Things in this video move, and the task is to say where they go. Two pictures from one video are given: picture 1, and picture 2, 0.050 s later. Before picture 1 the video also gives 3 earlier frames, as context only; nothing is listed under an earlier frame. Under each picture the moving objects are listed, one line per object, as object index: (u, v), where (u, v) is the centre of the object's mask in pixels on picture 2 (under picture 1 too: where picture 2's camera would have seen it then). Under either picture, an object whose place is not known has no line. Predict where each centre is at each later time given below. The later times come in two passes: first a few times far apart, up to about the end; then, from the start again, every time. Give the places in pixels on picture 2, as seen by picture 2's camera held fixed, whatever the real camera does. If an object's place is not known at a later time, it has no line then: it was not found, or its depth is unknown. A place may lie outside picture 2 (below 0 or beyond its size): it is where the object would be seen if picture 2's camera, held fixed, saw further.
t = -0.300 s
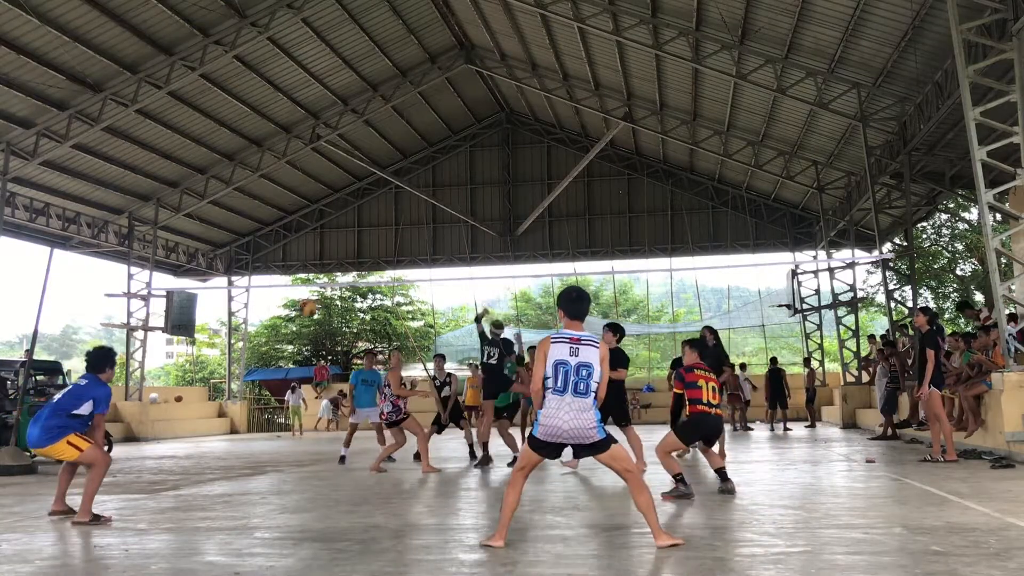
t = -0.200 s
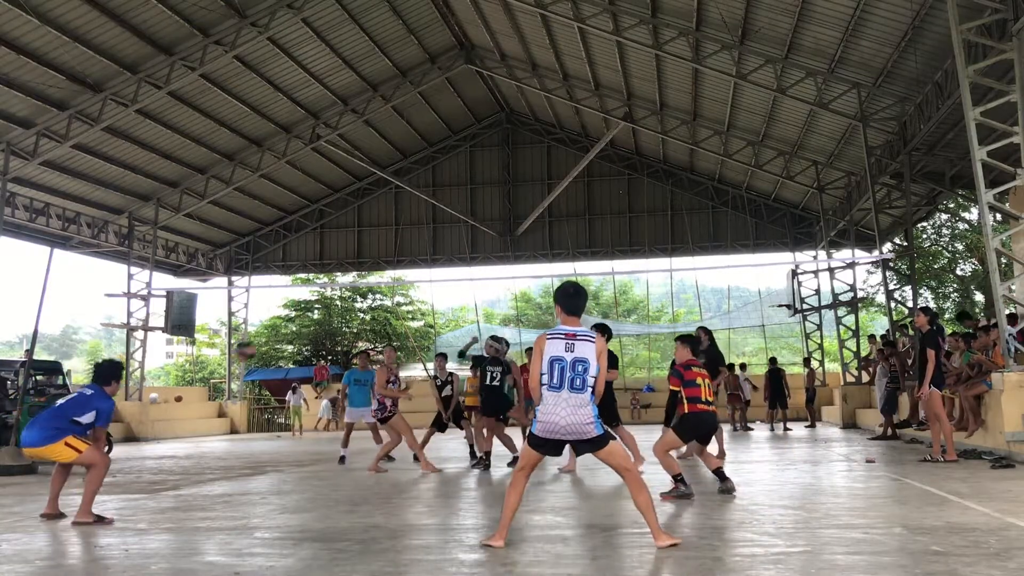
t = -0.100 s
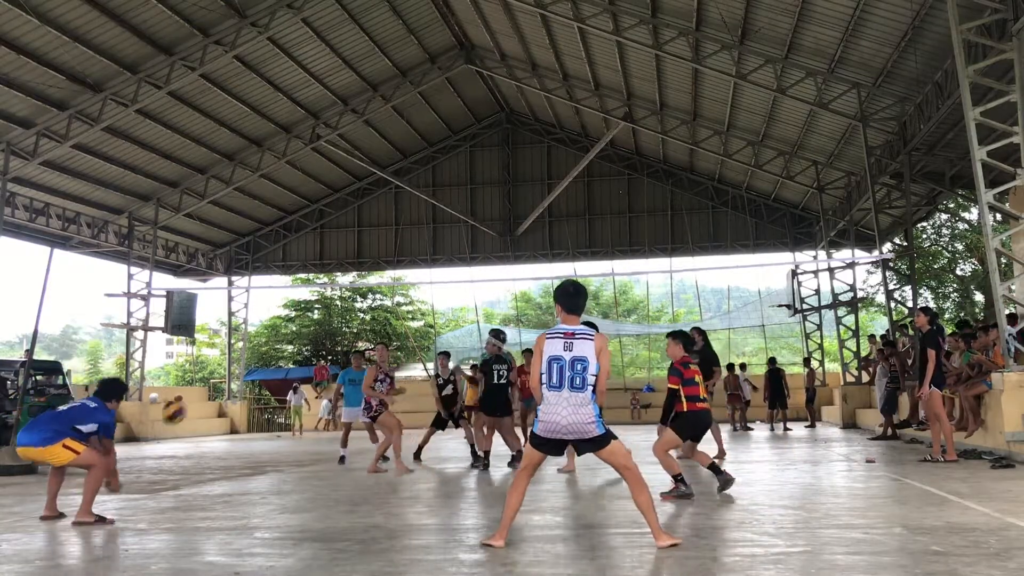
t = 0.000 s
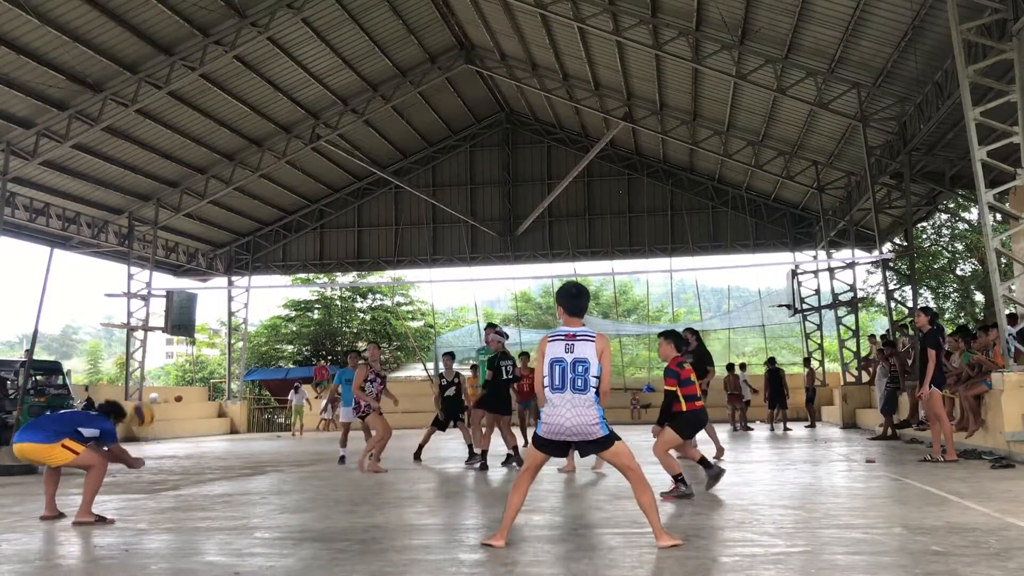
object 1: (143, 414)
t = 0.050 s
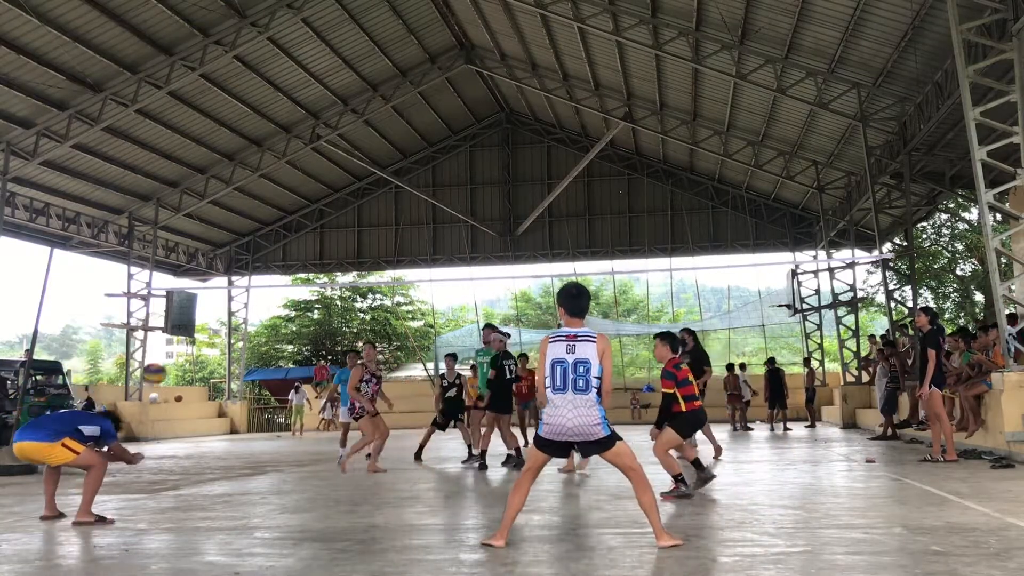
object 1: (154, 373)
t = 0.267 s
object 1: (205, 232)
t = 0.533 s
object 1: (260, 141)
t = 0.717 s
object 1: (293, 122)
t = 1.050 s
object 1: (352, 169)
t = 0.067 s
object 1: (159, 360)
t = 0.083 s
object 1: (163, 347)
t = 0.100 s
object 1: (167, 335)
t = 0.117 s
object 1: (172, 323)
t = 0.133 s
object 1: (174, 313)
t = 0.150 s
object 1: (178, 299)
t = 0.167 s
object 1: (182, 290)
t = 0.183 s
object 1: (187, 278)
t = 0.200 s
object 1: (189, 269)
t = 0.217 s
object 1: (193, 261)
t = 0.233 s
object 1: (199, 252)
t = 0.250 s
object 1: (202, 240)
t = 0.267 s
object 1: (205, 232)
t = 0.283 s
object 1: (210, 224)
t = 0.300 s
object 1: (213, 216)
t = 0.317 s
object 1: (217, 209)
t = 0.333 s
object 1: (218, 202)
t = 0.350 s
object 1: (223, 196)
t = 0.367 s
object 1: (226, 188)
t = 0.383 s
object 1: (230, 182)
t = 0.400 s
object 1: (233, 177)
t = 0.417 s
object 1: (236, 171)
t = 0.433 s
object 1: (242, 166)
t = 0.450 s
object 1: (244, 160)
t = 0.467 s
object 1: (248, 155)
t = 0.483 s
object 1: (250, 152)
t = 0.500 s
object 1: (253, 147)
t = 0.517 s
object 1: (257, 144)
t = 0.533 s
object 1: (260, 141)
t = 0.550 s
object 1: (263, 138)
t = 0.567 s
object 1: (266, 135)
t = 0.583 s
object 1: (269, 132)
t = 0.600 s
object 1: (271, 130)
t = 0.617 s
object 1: (276, 128)
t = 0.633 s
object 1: (280, 126)
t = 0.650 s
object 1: (283, 124)
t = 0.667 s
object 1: (285, 123)
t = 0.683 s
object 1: (287, 122)
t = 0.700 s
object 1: (290, 122)
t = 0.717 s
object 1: (293, 122)
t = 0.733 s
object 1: (296, 122)
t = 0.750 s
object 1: (298, 122)
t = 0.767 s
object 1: (300, 122)
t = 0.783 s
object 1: (304, 124)
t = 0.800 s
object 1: (307, 126)
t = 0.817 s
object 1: (312, 126)
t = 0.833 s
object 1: (315, 127)
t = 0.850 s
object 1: (317, 128)
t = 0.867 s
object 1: (319, 130)
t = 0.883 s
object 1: (323, 132)
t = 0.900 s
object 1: (326, 136)
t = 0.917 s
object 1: (329, 139)
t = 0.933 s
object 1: (330, 140)
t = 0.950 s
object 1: (333, 144)
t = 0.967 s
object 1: (336, 148)
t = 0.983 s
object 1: (339, 152)
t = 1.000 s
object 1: (342, 156)
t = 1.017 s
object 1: (345, 160)
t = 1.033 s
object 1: (349, 163)
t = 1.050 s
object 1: (352, 169)
